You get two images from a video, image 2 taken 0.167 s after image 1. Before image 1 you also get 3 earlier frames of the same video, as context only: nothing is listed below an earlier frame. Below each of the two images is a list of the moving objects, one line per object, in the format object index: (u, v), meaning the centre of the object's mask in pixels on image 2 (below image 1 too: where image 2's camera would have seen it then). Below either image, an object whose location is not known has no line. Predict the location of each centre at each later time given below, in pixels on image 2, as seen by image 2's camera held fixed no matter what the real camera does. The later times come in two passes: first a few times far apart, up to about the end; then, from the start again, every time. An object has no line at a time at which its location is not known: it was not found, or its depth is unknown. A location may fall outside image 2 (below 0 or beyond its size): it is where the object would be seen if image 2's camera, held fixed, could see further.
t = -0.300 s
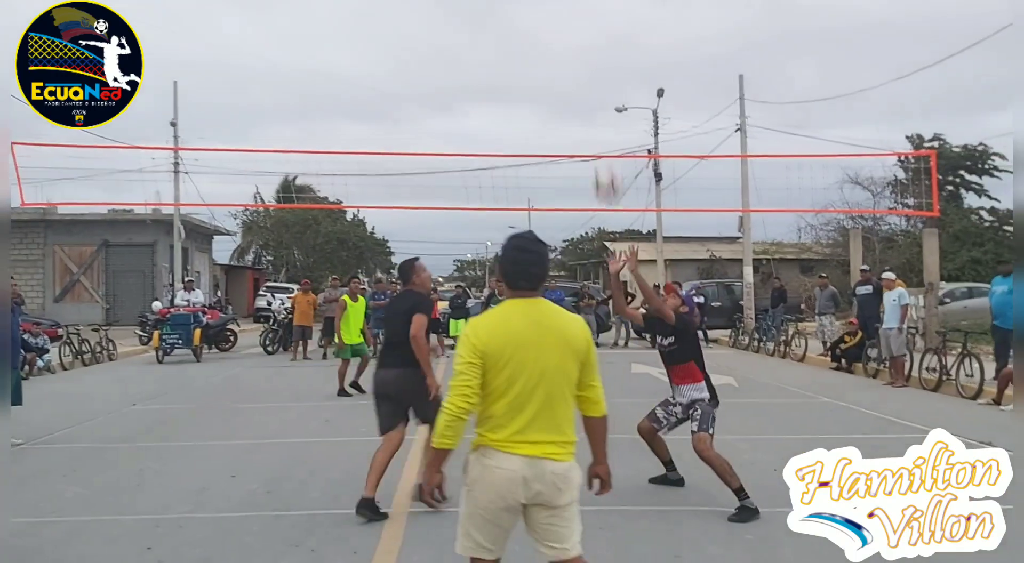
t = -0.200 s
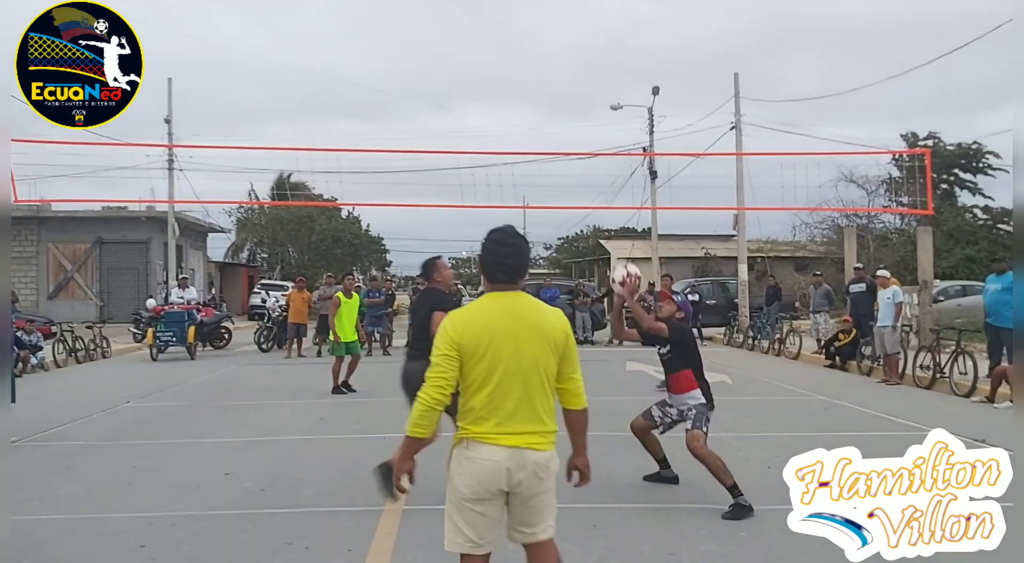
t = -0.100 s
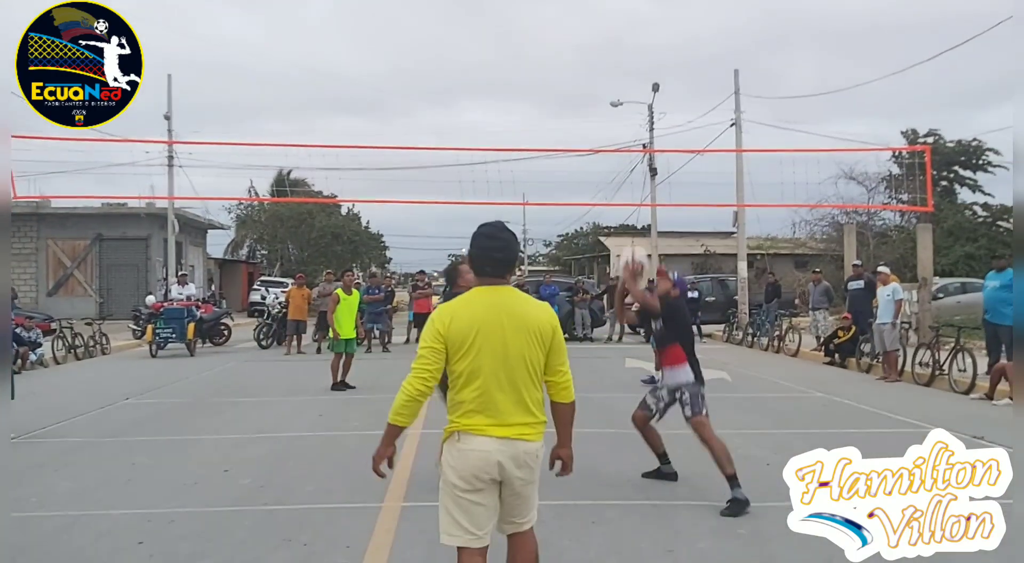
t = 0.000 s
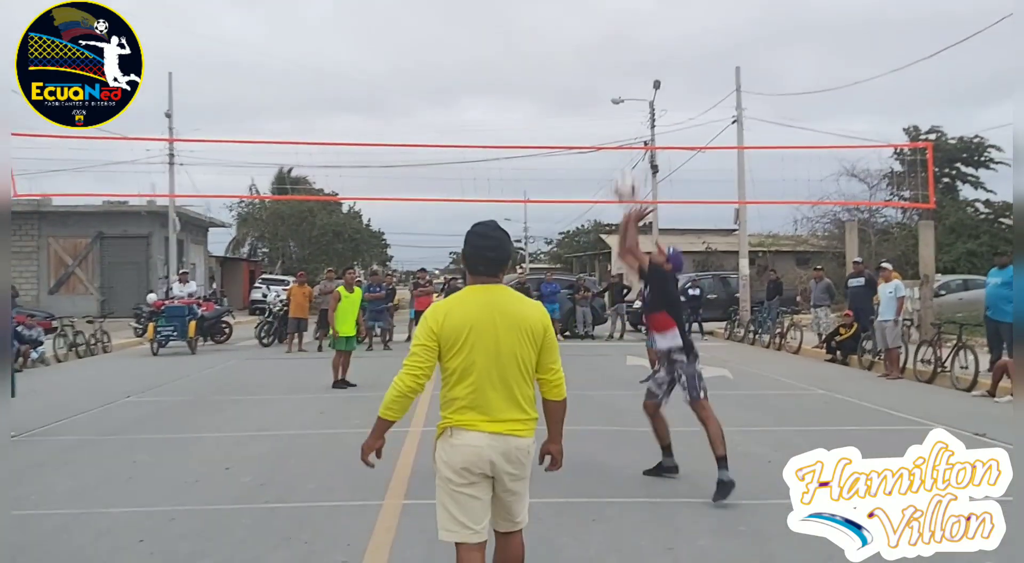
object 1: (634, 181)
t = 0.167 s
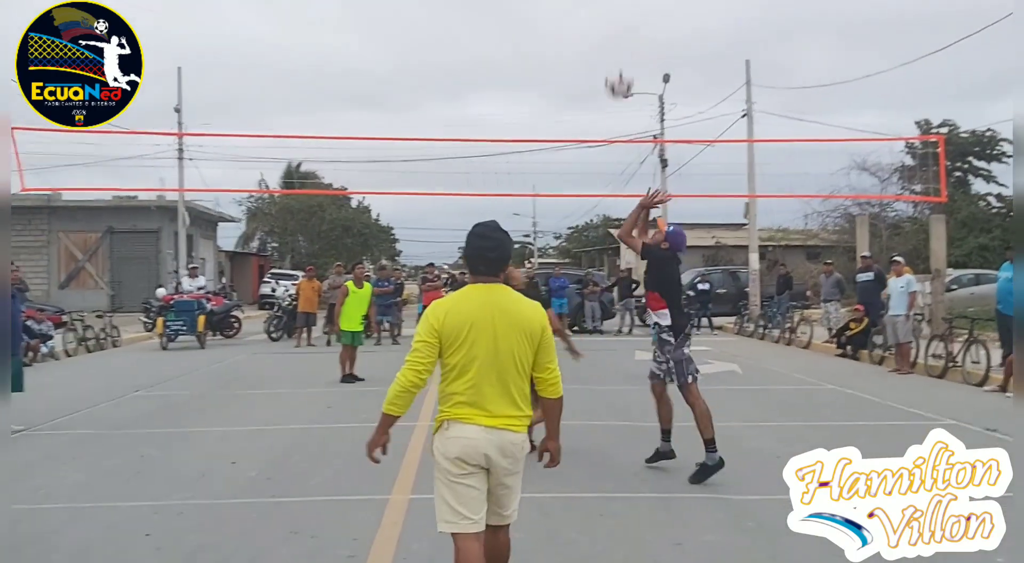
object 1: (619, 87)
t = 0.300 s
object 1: (606, 37)
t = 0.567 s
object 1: (581, 11)
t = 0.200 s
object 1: (616, 71)
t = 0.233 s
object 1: (613, 58)
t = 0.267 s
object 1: (609, 47)
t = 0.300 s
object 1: (606, 37)
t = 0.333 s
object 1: (604, 28)
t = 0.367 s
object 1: (600, 21)
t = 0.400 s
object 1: (597, 16)
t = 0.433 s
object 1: (595, 11)
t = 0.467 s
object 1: (591, 9)
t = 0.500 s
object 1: (588, 8)
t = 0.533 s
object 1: (584, 8)
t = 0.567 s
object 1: (581, 11)
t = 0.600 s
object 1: (579, 14)
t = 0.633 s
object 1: (576, 18)
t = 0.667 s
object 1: (574, 25)
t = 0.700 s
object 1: (571, 32)
